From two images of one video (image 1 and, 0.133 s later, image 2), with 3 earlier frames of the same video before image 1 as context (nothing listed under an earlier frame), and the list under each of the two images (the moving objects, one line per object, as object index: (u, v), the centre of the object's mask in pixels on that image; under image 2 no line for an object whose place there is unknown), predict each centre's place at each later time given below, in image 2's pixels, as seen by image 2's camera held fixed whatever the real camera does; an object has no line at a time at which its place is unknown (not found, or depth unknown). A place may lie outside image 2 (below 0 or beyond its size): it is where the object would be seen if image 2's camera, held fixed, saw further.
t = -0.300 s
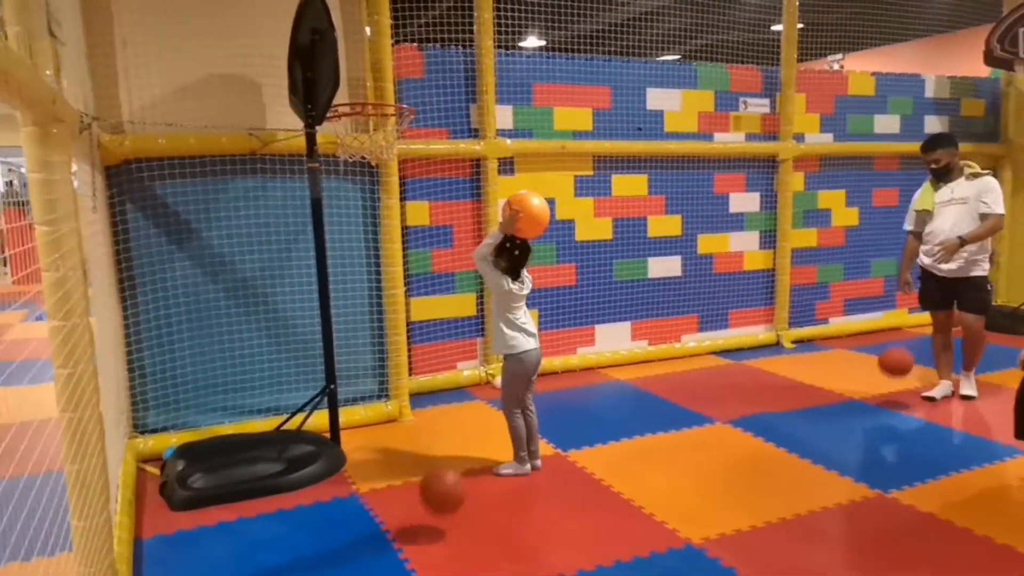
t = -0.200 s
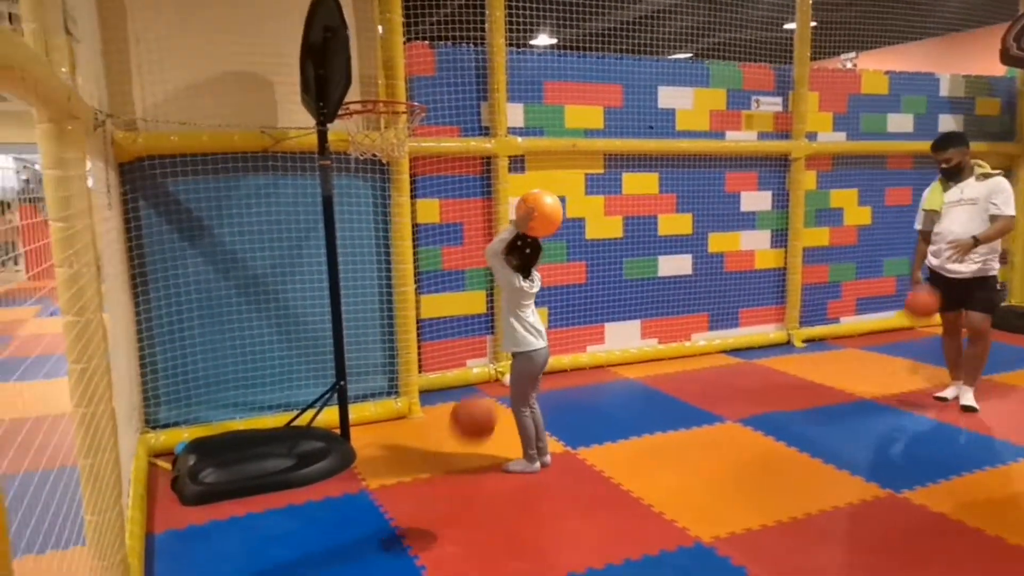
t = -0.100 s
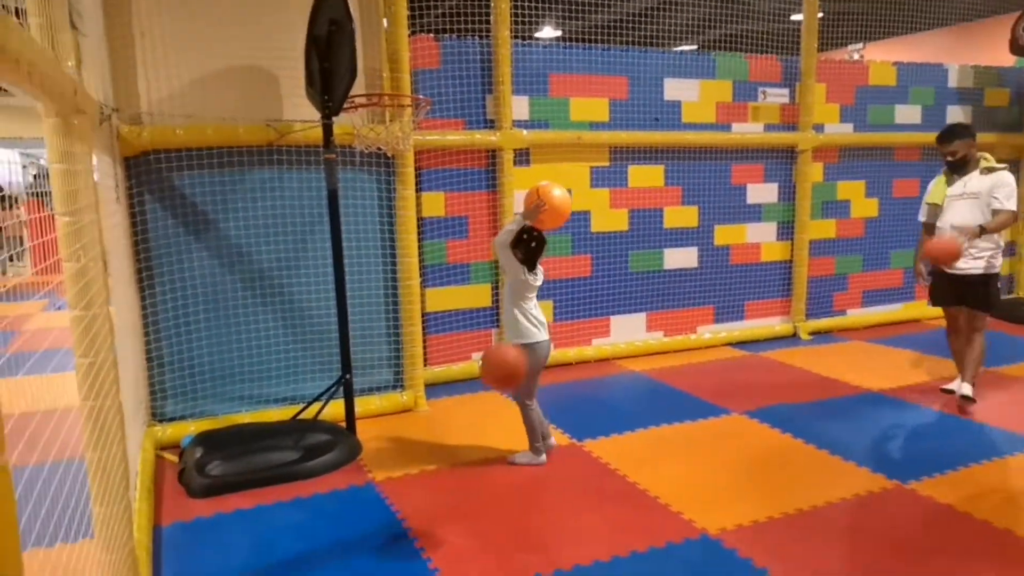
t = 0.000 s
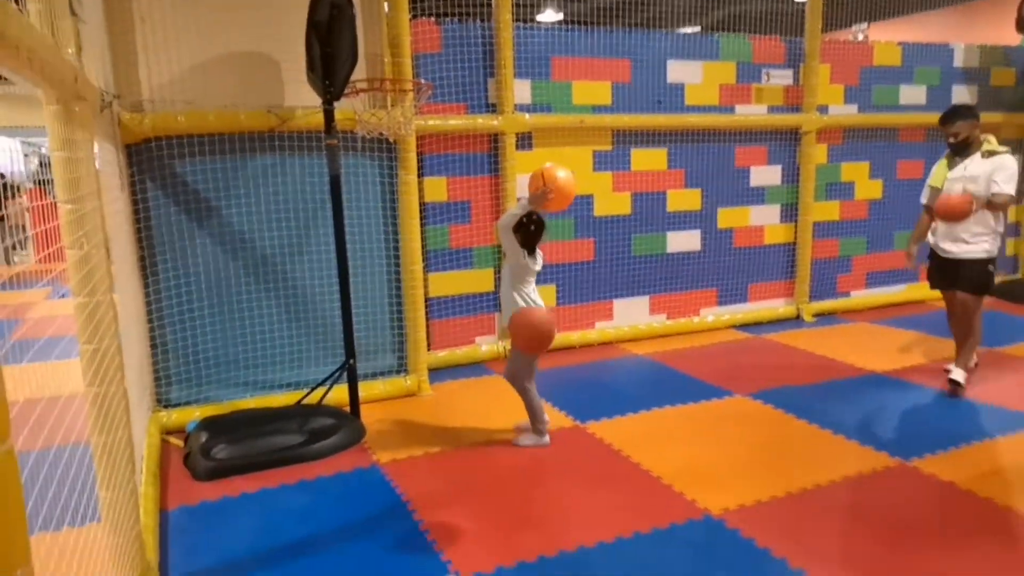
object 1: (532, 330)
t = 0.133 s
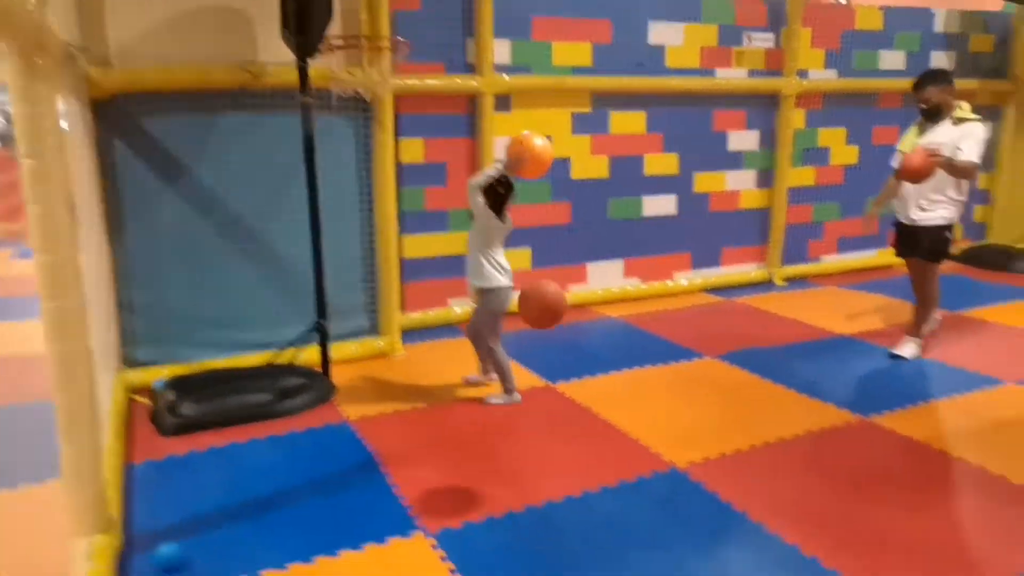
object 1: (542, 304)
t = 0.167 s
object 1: (552, 316)
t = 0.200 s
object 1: (562, 330)
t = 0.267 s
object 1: (577, 368)
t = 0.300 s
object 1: (585, 393)
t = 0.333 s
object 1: (594, 420)
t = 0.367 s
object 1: (602, 449)
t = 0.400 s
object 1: (609, 466)
